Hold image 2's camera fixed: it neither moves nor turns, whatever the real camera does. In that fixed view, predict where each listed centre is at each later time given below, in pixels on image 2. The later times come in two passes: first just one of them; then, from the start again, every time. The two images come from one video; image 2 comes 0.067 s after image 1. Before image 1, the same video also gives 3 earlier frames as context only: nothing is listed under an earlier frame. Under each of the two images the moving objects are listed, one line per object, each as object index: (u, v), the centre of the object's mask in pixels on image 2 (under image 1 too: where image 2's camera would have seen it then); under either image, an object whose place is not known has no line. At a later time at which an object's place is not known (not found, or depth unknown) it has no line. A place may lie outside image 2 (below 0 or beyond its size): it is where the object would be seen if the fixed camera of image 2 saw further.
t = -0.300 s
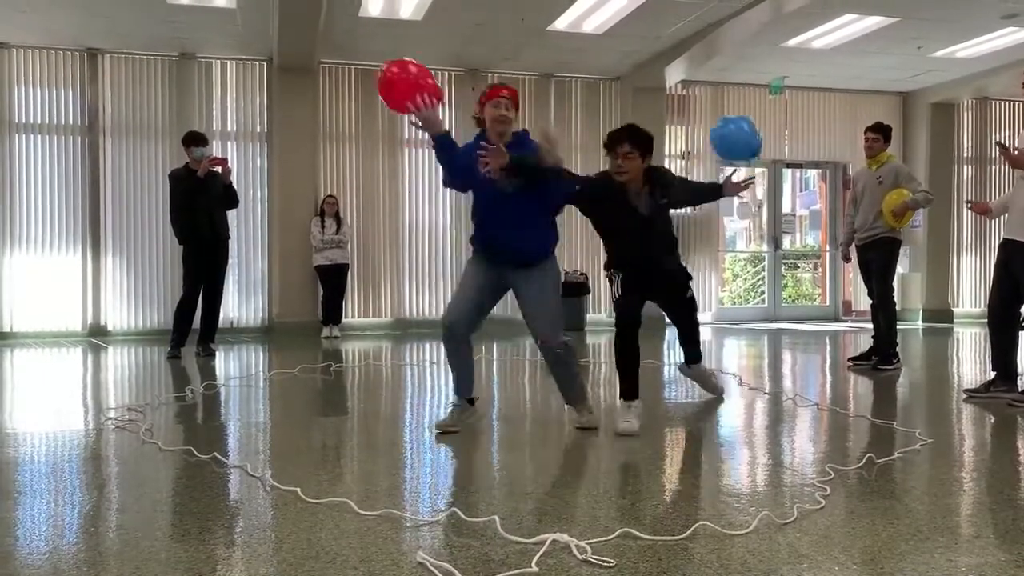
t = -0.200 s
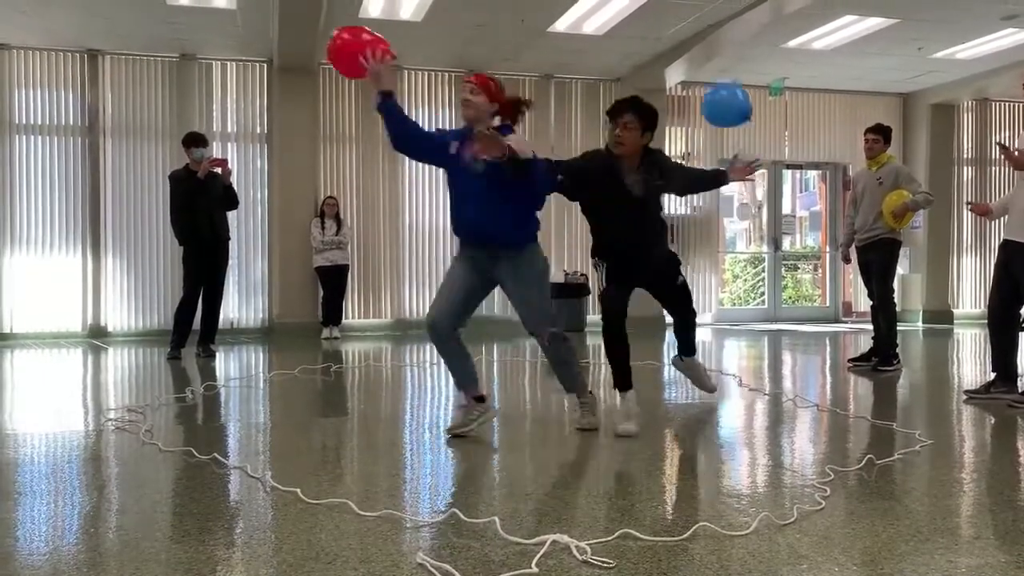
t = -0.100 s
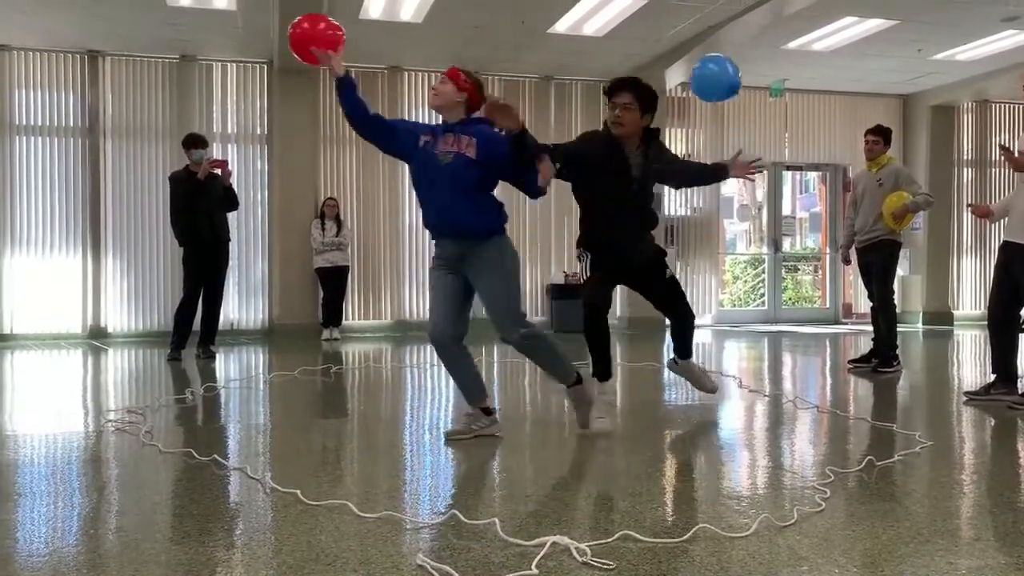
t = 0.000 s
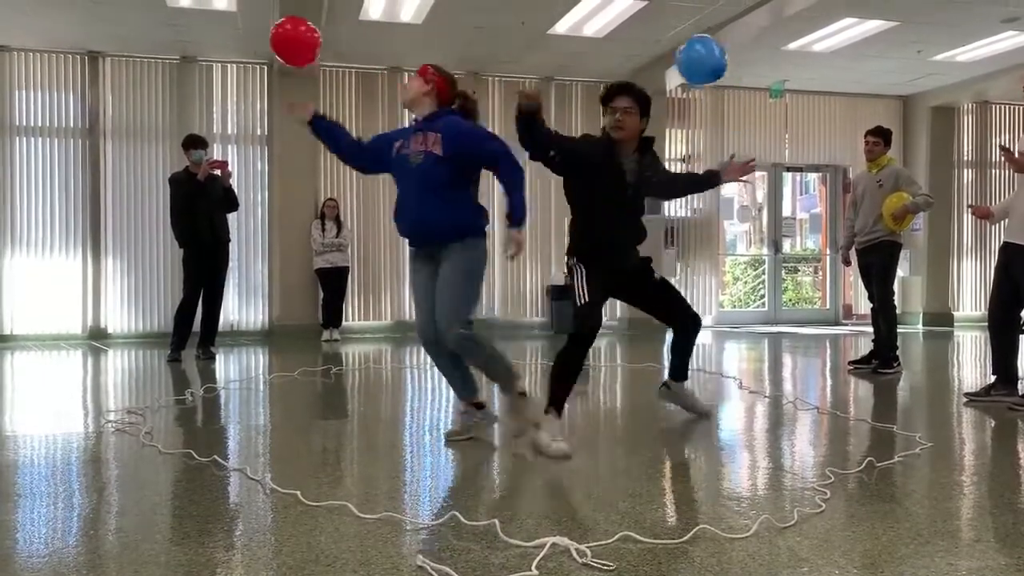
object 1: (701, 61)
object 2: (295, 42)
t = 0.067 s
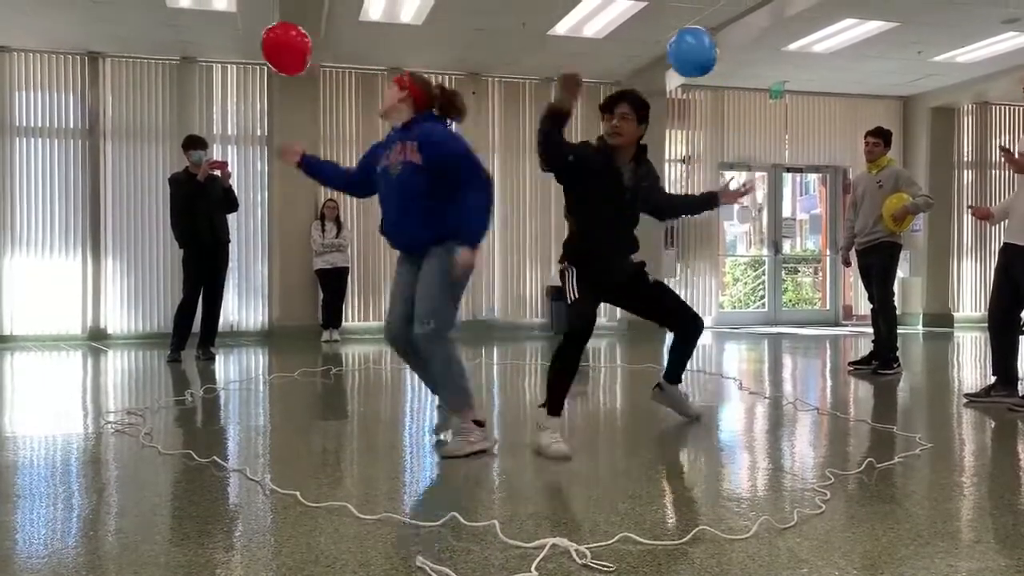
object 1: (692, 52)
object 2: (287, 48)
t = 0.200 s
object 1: (675, 44)
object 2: (274, 65)
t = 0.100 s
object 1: (688, 49)
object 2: (283, 52)
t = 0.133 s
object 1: (683, 47)
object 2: (280, 57)
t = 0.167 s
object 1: (679, 45)
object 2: (277, 61)
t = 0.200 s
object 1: (675, 44)
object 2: (274, 65)
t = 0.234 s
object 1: (671, 45)
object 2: (271, 70)
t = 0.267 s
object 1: (667, 45)
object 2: (269, 73)
